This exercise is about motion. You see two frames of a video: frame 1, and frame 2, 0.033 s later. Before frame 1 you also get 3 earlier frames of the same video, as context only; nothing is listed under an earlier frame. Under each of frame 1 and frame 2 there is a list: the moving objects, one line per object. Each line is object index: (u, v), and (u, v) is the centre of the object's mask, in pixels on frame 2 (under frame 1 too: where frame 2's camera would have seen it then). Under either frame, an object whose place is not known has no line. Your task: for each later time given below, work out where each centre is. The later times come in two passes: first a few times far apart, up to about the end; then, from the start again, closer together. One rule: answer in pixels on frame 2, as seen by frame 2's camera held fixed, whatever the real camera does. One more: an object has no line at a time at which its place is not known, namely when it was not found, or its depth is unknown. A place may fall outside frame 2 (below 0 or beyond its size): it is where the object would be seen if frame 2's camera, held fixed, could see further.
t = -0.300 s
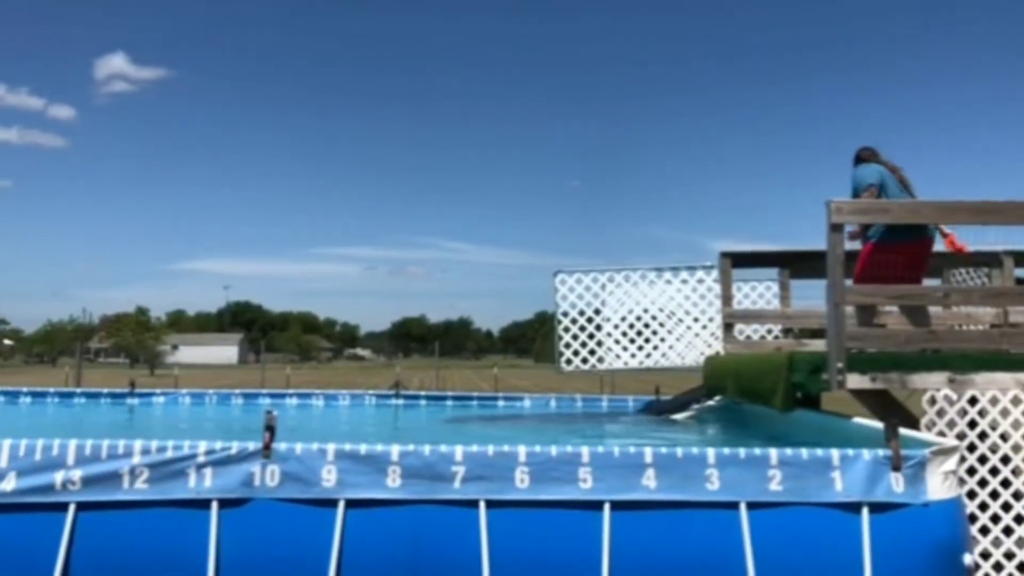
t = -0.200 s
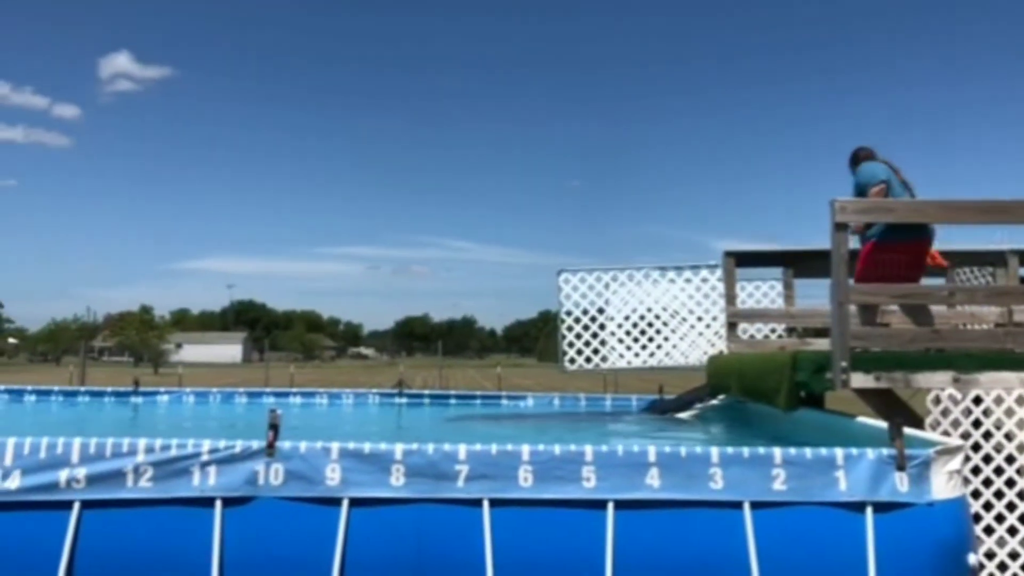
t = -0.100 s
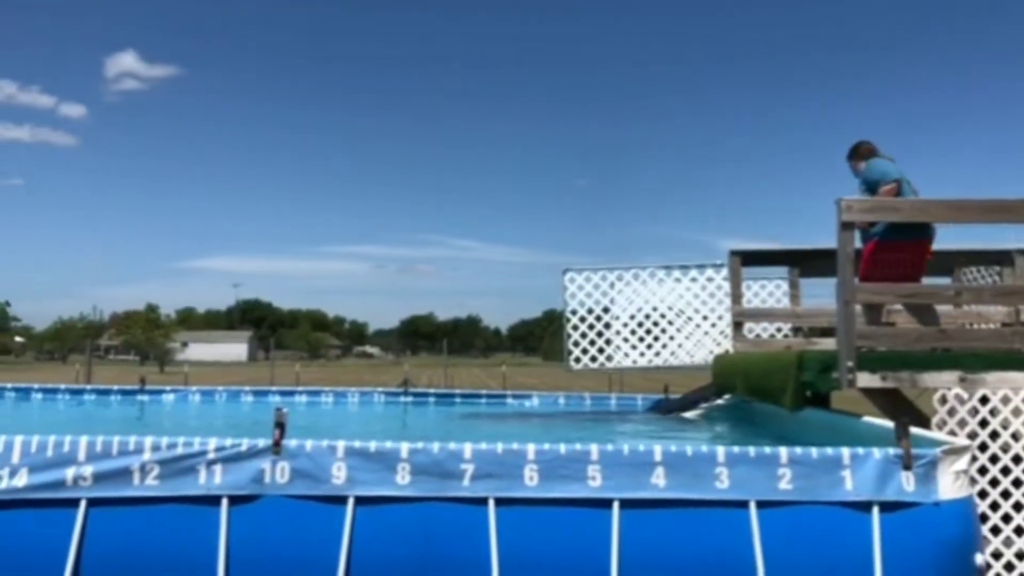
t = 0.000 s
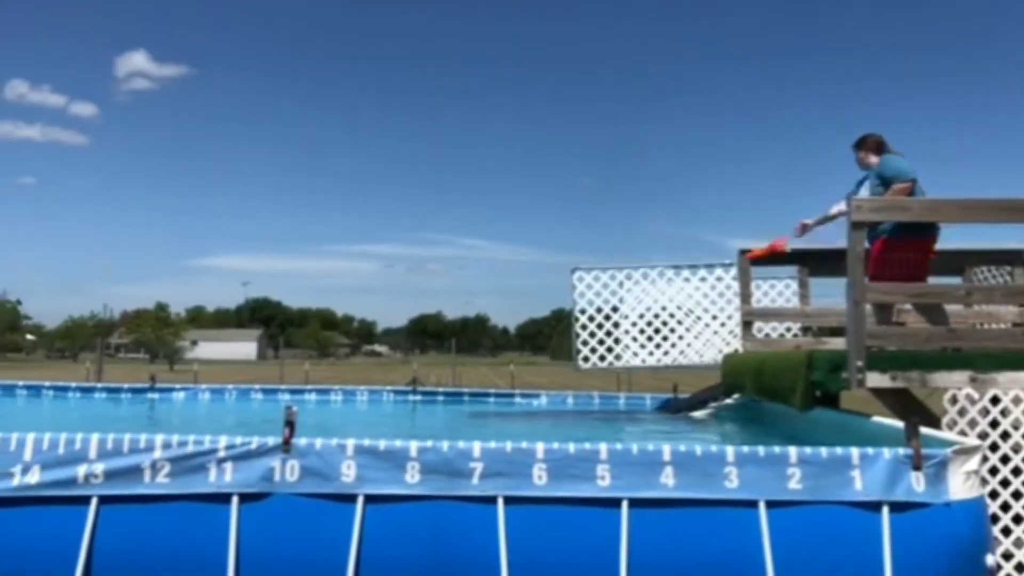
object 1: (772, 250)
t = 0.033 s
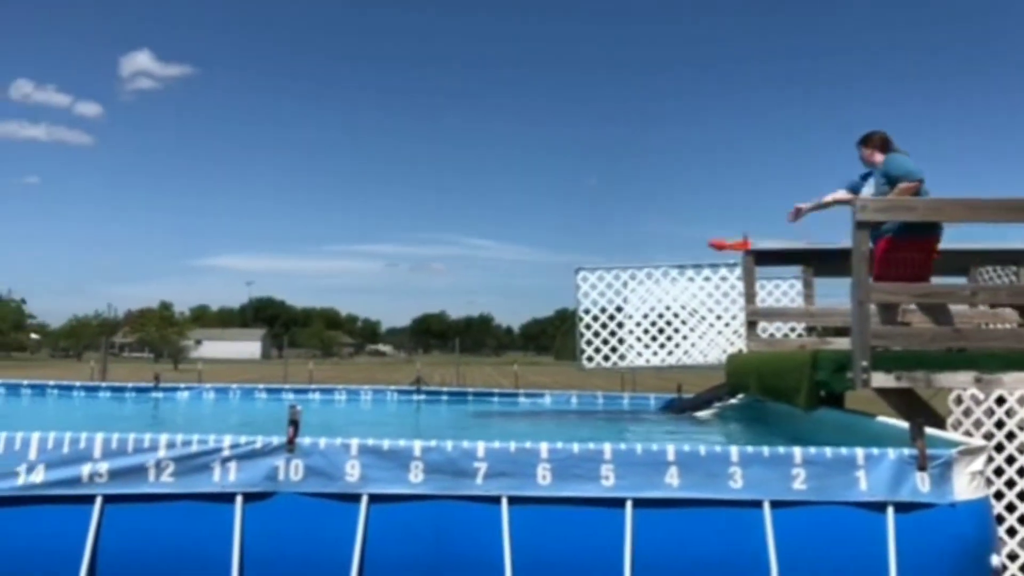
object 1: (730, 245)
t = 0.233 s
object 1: (499, 229)
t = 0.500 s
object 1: (268, 274)
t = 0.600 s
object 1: (187, 307)
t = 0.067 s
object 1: (691, 241)
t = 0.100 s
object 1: (650, 239)
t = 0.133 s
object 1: (610, 237)
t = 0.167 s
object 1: (571, 233)
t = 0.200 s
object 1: (534, 230)
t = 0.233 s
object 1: (499, 229)
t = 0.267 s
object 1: (466, 230)
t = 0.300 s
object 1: (434, 235)
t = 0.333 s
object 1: (404, 239)
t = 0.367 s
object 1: (376, 245)
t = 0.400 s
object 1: (350, 252)
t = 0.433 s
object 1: (322, 258)
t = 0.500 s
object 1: (268, 274)
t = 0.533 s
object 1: (242, 285)
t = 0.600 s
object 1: (187, 307)
